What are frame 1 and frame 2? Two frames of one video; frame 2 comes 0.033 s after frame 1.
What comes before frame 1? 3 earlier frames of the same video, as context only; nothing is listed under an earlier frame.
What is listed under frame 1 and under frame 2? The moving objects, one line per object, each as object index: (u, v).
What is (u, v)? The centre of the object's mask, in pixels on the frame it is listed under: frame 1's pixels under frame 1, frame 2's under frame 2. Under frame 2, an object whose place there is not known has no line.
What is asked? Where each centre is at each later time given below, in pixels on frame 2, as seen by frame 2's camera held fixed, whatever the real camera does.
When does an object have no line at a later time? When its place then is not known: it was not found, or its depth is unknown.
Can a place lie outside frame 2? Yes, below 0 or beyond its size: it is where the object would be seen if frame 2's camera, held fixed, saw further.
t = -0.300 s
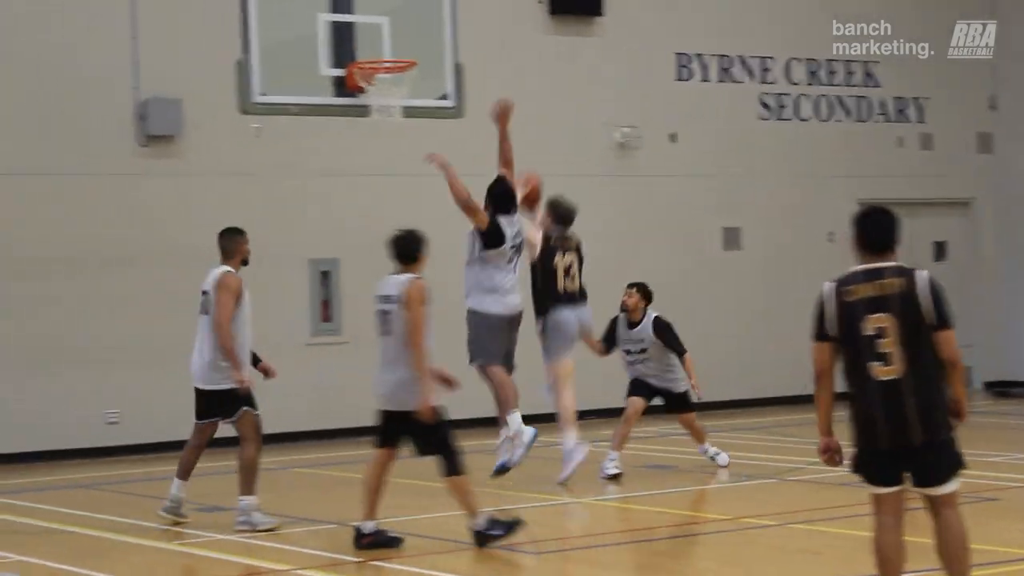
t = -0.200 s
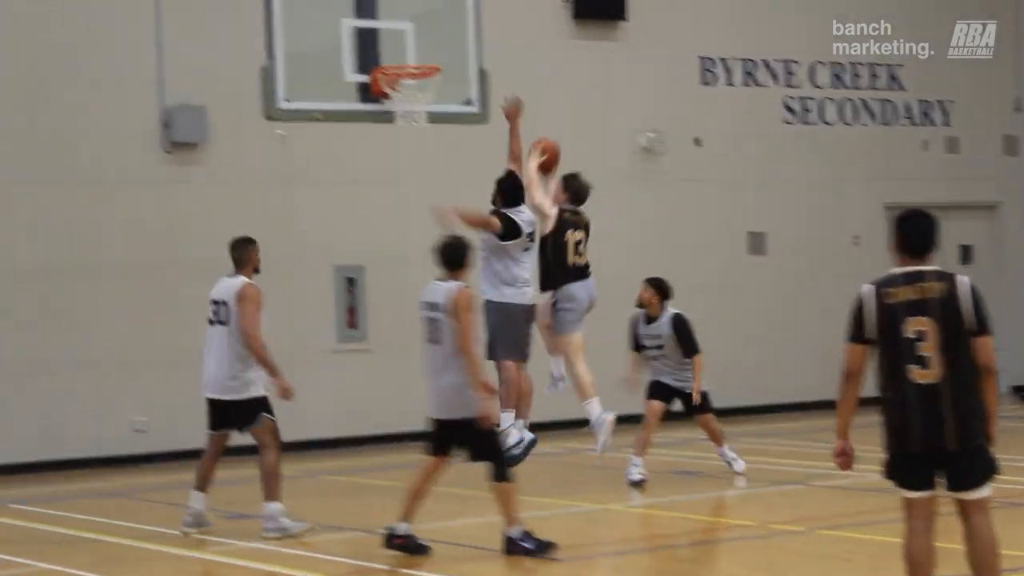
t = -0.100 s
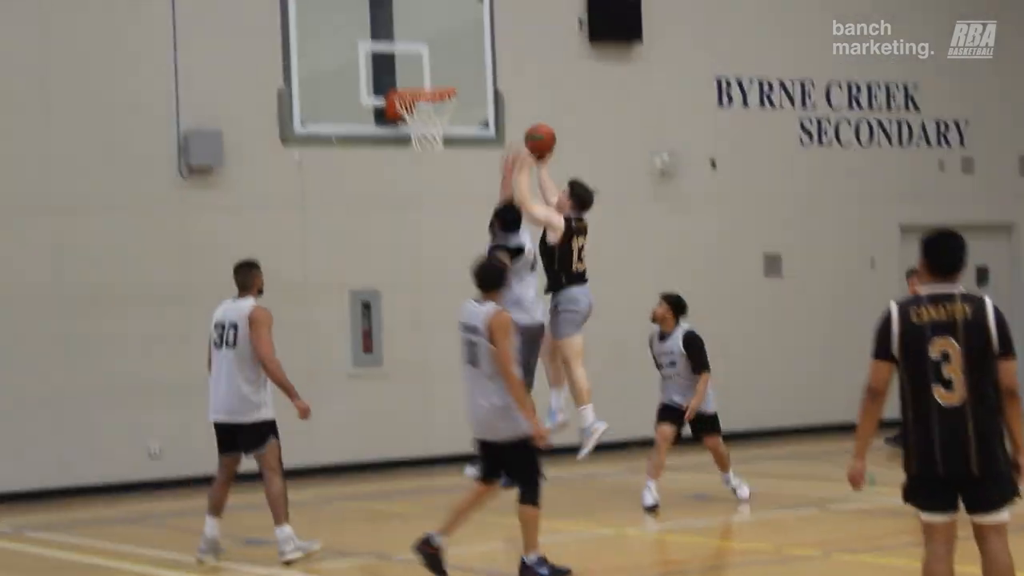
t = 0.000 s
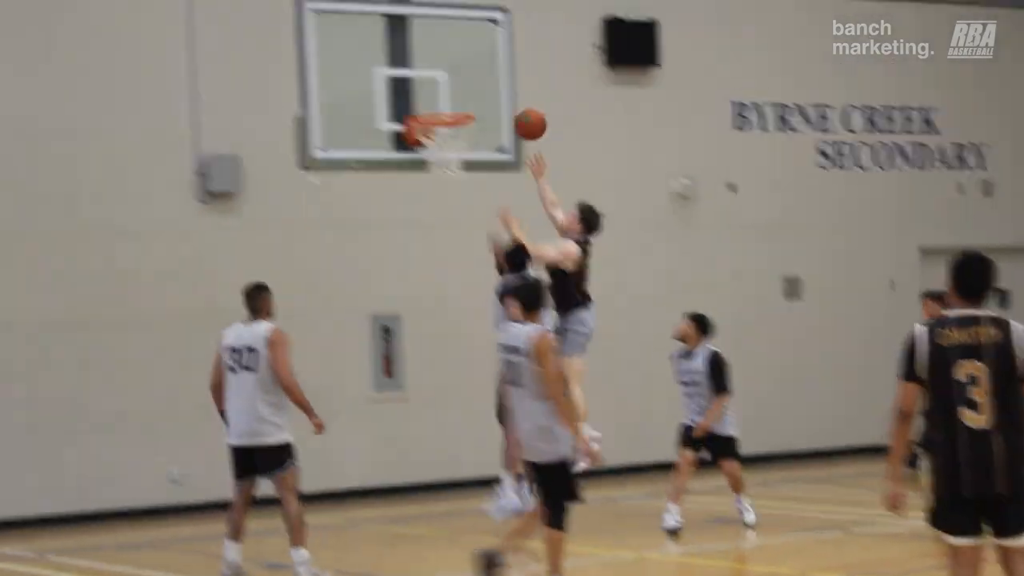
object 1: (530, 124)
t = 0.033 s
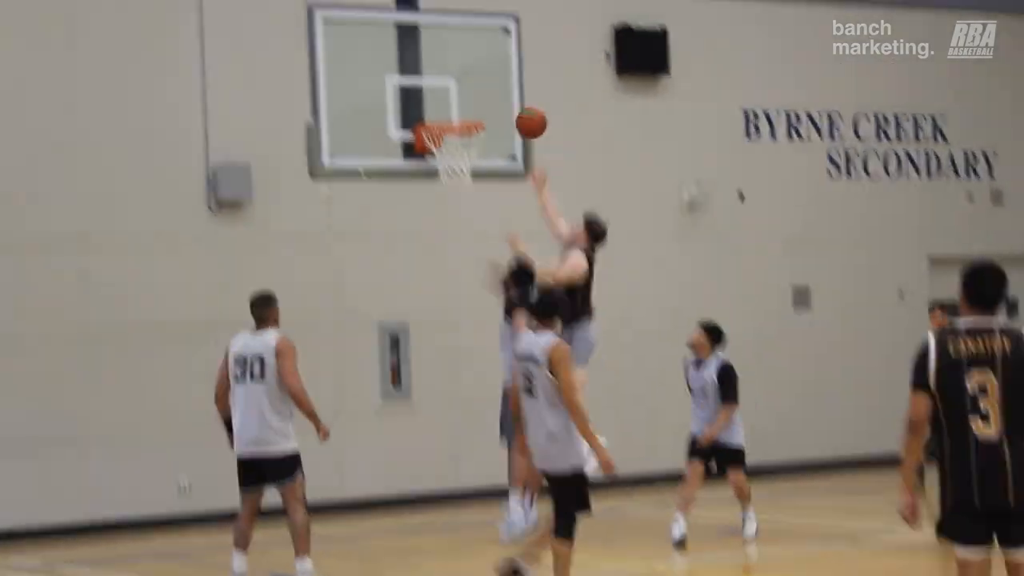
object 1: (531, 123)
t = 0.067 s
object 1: (520, 114)
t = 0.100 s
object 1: (510, 106)
